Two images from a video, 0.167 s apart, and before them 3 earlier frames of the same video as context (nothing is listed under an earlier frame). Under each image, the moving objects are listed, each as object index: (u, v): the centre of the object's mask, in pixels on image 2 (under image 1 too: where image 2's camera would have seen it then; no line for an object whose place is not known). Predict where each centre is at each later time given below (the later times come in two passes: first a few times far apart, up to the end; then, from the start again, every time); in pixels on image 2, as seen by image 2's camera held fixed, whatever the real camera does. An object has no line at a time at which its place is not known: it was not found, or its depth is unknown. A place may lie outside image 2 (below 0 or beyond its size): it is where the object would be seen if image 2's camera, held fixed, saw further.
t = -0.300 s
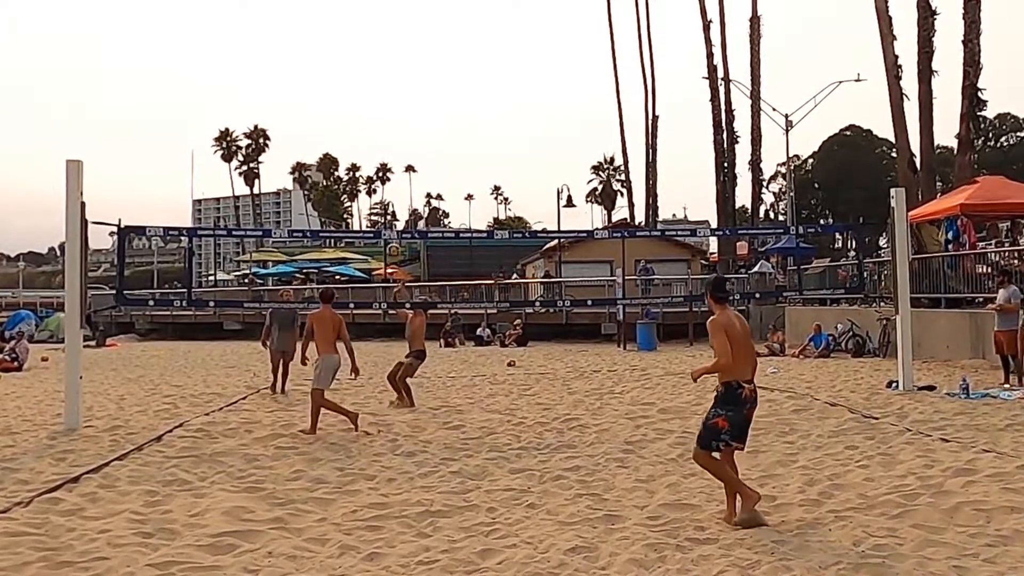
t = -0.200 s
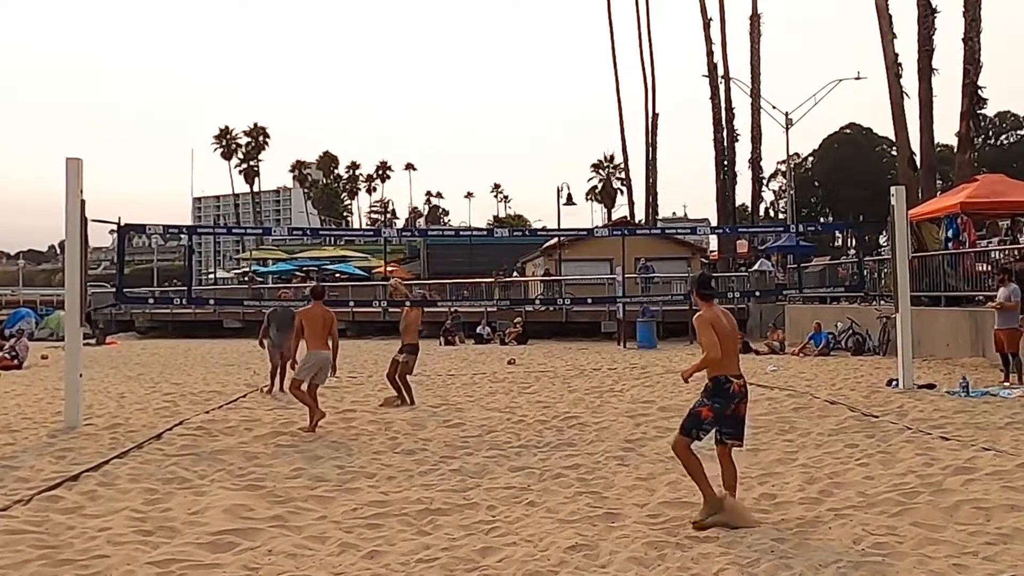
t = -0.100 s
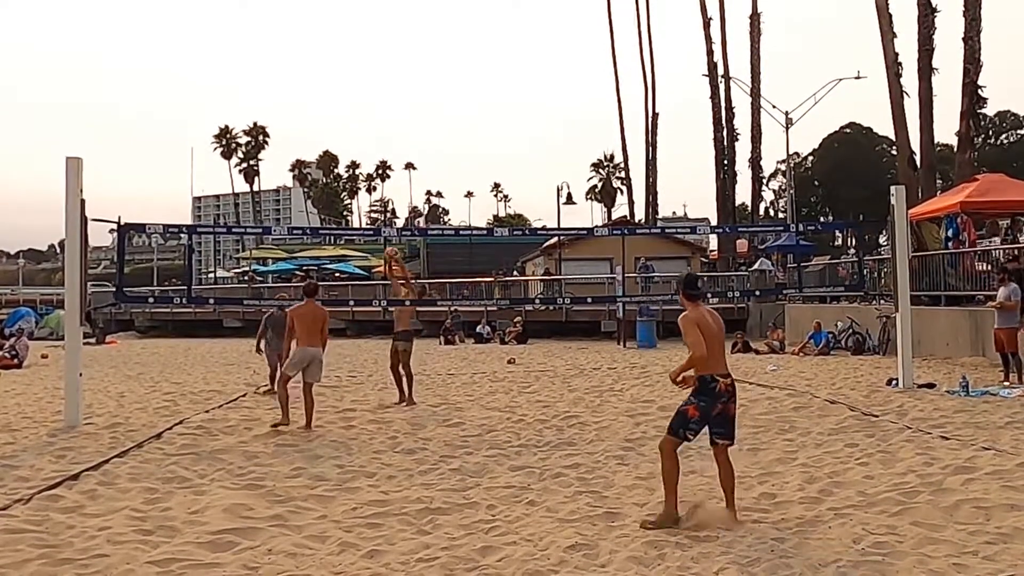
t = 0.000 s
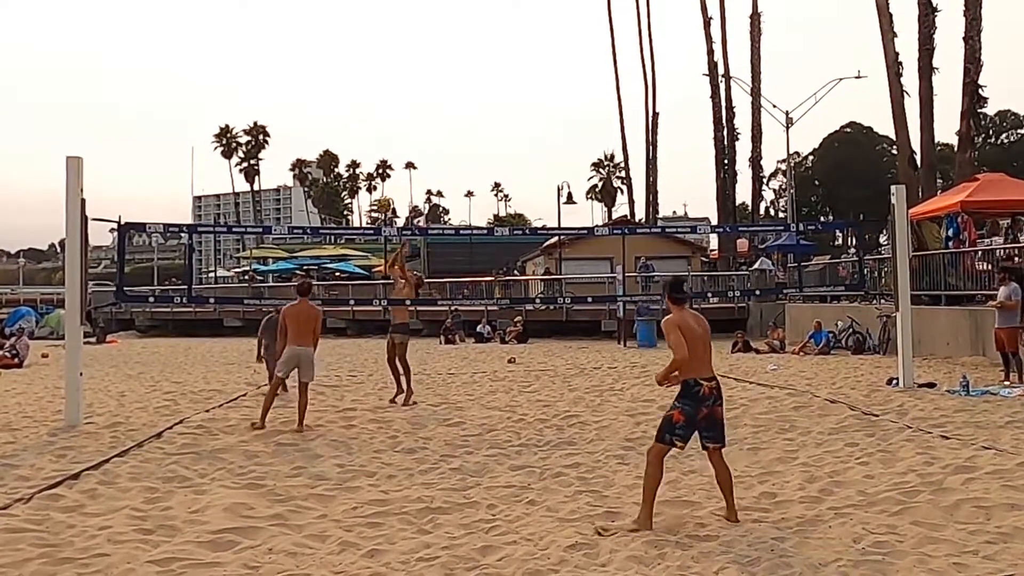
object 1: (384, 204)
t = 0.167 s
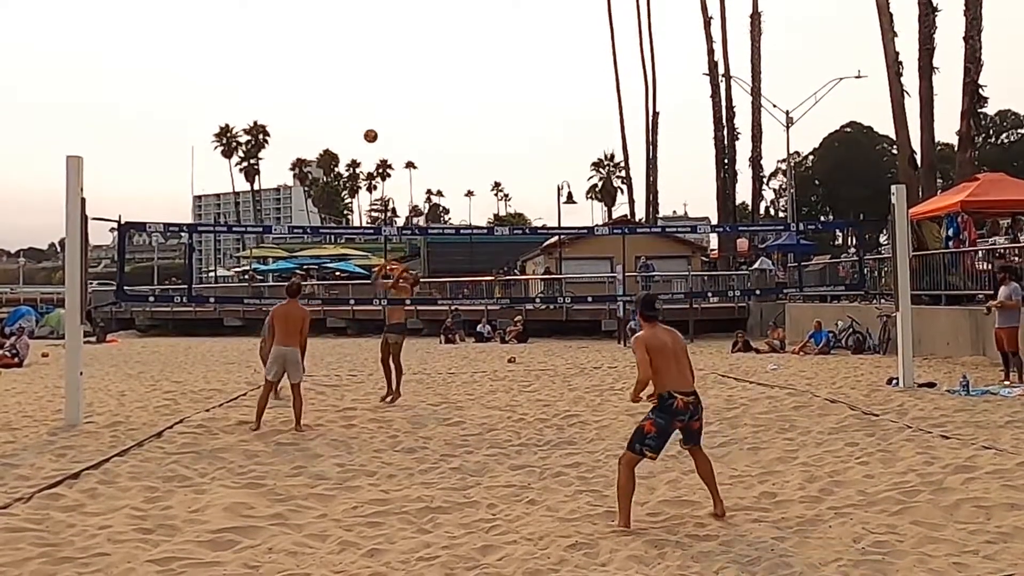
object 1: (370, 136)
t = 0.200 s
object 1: (368, 124)
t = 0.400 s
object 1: (353, 71)
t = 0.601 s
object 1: (338, 43)
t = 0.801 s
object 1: (325, 42)
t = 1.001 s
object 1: (312, 68)
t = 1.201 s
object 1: (301, 120)
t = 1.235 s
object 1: (299, 131)
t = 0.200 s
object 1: (368, 124)
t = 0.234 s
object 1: (365, 113)
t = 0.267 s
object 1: (362, 103)
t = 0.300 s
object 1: (360, 94)
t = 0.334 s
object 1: (357, 86)
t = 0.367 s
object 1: (355, 78)
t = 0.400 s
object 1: (353, 71)
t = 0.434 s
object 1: (350, 64)
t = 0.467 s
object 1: (348, 59)
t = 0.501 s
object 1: (345, 54)
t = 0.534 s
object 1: (343, 49)
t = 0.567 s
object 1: (341, 46)
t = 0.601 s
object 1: (338, 43)
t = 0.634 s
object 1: (336, 41)
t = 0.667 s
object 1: (334, 40)
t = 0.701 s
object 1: (332, 39)
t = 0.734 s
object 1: (329, 39)
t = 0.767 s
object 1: (327, 40)
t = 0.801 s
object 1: (325, 42)
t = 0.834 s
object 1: (323, 45)
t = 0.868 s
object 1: (321, 48)
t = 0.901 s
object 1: (318, 52)
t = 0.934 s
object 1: (316, 56)
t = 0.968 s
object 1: (314, 61)
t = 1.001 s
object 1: (312, 68)
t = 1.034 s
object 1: (310, 75)
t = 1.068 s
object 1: (308, 82)
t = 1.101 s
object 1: (306, 91)
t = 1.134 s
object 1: (305, 100)
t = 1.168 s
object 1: (303, 110)
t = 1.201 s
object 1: (301, 120)
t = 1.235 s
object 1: (299, 131)
